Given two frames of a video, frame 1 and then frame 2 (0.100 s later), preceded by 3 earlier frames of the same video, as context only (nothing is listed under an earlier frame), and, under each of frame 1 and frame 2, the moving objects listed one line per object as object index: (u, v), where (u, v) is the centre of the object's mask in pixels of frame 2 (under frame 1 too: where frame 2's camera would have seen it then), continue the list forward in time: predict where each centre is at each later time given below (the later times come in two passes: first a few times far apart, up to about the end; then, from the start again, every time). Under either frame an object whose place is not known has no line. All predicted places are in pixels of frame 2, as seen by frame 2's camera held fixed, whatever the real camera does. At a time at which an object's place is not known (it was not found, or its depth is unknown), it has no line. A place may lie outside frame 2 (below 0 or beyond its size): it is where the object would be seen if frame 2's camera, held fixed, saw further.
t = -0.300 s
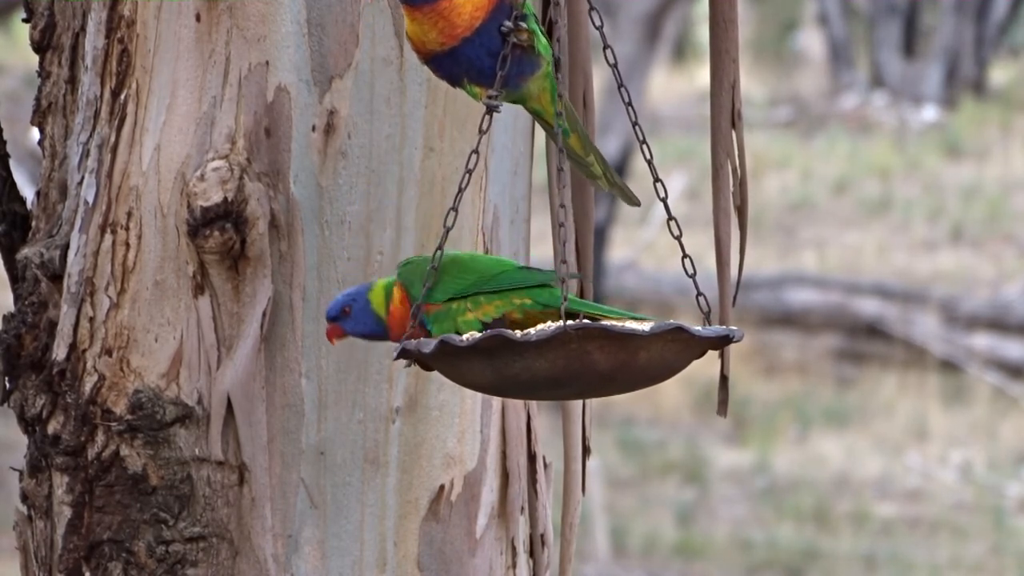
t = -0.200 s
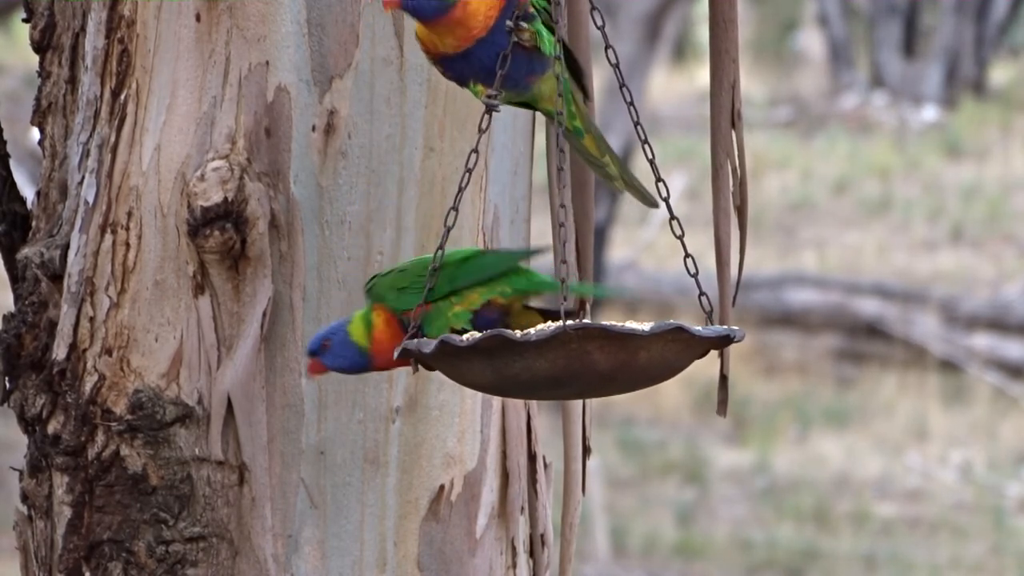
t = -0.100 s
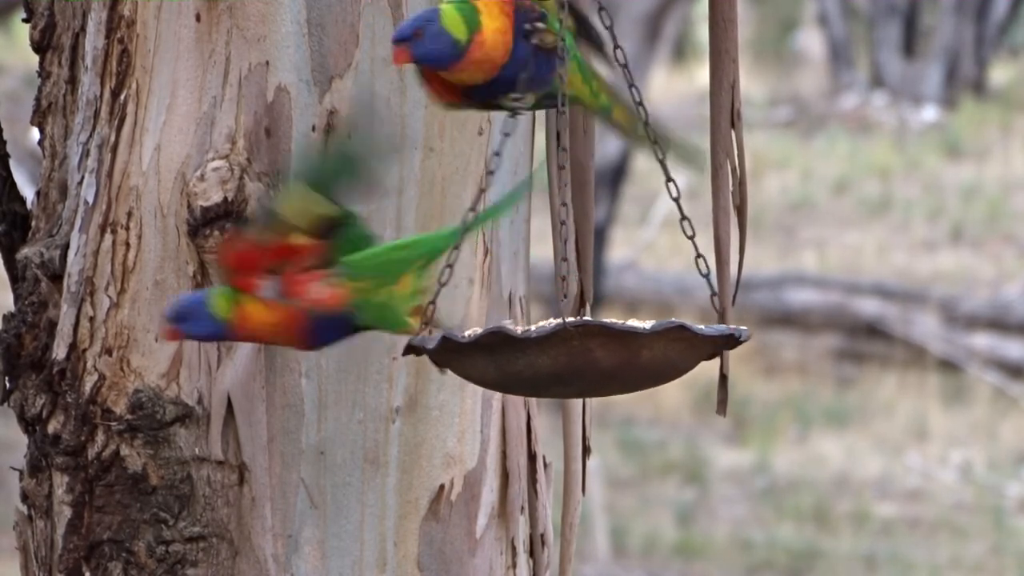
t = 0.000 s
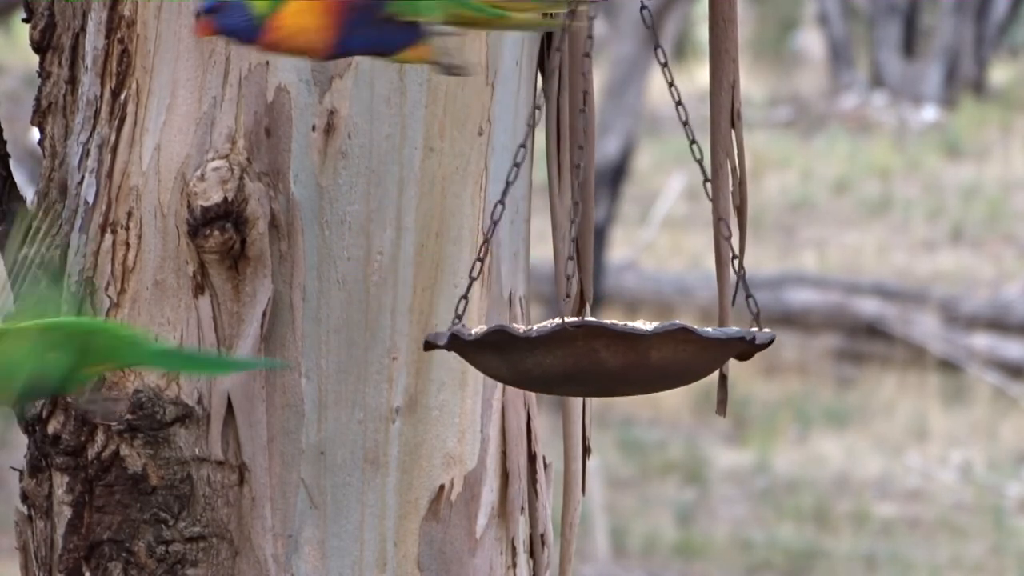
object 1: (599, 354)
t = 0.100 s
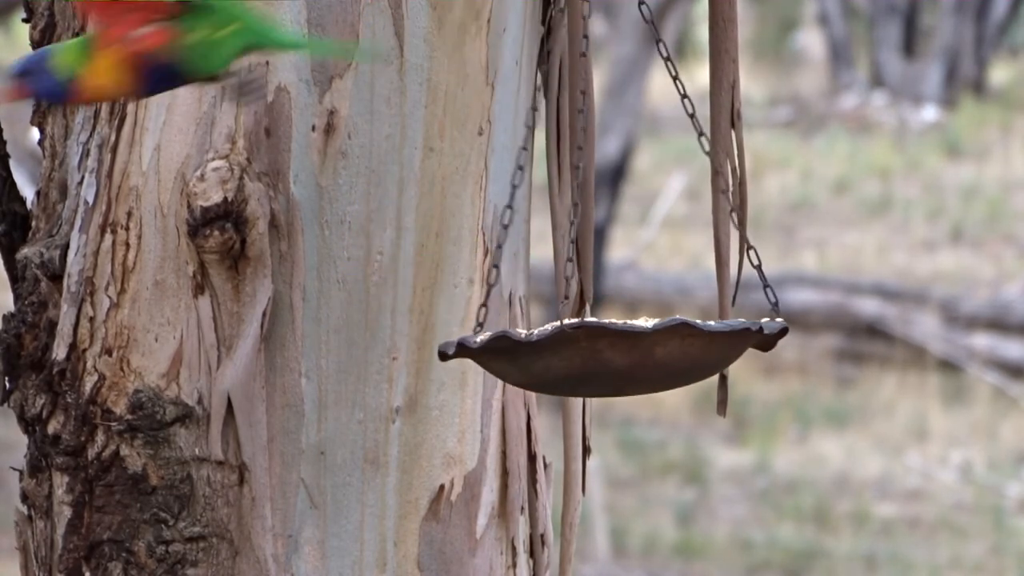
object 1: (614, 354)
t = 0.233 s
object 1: (637, 353)
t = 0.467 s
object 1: (649, 355)
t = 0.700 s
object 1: (642, 356)
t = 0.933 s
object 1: (608, 358)
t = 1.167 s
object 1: (561, 360)
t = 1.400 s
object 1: (513, 358)
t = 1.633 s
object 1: (480, 356)
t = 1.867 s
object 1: (468, 355)
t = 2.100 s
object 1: (476, 353)
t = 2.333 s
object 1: (505, 353)
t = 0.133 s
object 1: (621, 355)
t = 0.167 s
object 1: (628, 353)
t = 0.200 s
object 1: (633, 354)
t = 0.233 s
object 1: (637, 353)
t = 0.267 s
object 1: (635, 355)
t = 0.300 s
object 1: (641, 352)
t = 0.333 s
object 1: (645, 354)
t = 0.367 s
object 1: (648, 355)
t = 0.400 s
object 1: (649, 354)
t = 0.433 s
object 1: (650, 354)
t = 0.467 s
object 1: (649, 355)
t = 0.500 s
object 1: (651, 353)
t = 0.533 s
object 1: (652, 355)
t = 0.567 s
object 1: (650, 355)
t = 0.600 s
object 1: (648, 355)
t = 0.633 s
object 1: (645, 355)
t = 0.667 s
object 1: (647, 355)
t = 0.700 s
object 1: (642, 356)
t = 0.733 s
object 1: (638, 357)
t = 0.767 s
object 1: (633, 357)
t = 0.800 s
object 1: (627, 356)
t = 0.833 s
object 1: (621, 355)
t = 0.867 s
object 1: (624, 355)
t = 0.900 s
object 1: (615, 357)
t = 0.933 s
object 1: (608, 358)
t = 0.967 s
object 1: (601, 358)
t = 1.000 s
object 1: (594, 359)
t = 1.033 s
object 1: (585, 359)
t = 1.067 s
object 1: (590, 359)
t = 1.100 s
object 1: (577, 359)
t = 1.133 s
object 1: (569, 358)
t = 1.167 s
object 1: (561, 360)
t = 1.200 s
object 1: (552, 360)
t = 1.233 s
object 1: (544, 358)
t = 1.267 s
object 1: (548, 359)
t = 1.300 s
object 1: (535, 357)
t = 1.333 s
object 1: (527, 358)
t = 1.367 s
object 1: (520, 358)
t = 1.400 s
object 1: (513, 358)
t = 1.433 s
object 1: (507, 358)
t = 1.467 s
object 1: (509, 358)
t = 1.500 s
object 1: (500, 358)
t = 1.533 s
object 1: (495, 357)
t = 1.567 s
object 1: (489, 357)
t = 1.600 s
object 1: (484, 357)
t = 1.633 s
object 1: (480, 356)
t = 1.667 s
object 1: (482, 356)
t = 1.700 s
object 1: (476, 355)
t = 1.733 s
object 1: (472, 355)
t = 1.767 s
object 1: (470, 355)
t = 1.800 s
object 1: (468, 355)
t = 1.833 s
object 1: (468, 355)
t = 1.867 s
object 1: (468, 355)
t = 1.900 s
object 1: (468, 354)
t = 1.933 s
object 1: (469, 353)
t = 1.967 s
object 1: (470, 353)
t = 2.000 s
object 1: (471, 354)
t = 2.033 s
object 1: (473, 353)
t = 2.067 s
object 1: (472, 354)
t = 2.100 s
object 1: (476, 353)
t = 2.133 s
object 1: (479, 352)
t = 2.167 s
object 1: (483, 352)
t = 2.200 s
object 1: (488, 353)
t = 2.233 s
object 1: (493, 354)
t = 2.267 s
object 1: (490, 354)
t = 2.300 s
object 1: (498, 353)
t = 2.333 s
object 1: (505, 353)
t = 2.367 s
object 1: (511, 353)
